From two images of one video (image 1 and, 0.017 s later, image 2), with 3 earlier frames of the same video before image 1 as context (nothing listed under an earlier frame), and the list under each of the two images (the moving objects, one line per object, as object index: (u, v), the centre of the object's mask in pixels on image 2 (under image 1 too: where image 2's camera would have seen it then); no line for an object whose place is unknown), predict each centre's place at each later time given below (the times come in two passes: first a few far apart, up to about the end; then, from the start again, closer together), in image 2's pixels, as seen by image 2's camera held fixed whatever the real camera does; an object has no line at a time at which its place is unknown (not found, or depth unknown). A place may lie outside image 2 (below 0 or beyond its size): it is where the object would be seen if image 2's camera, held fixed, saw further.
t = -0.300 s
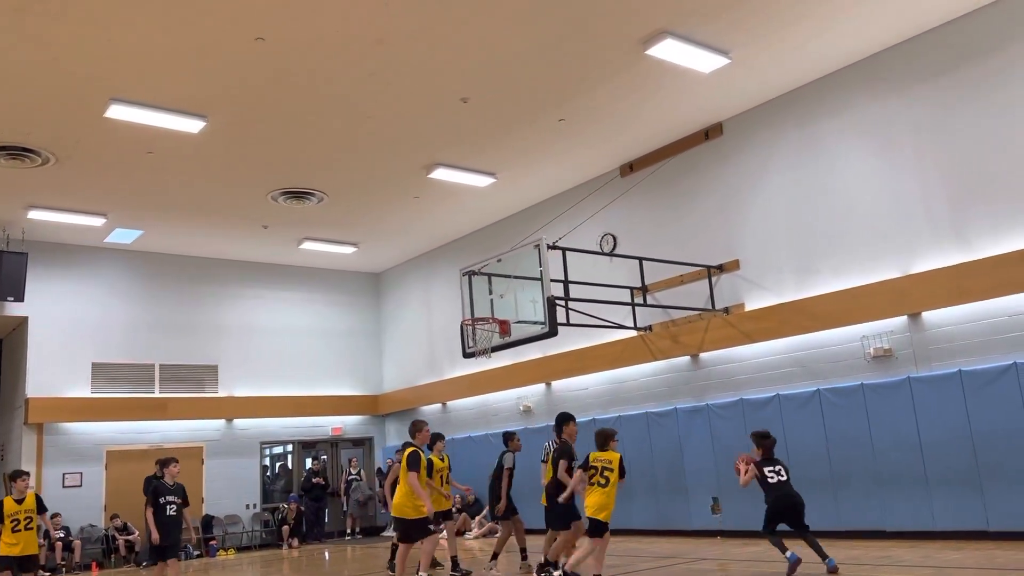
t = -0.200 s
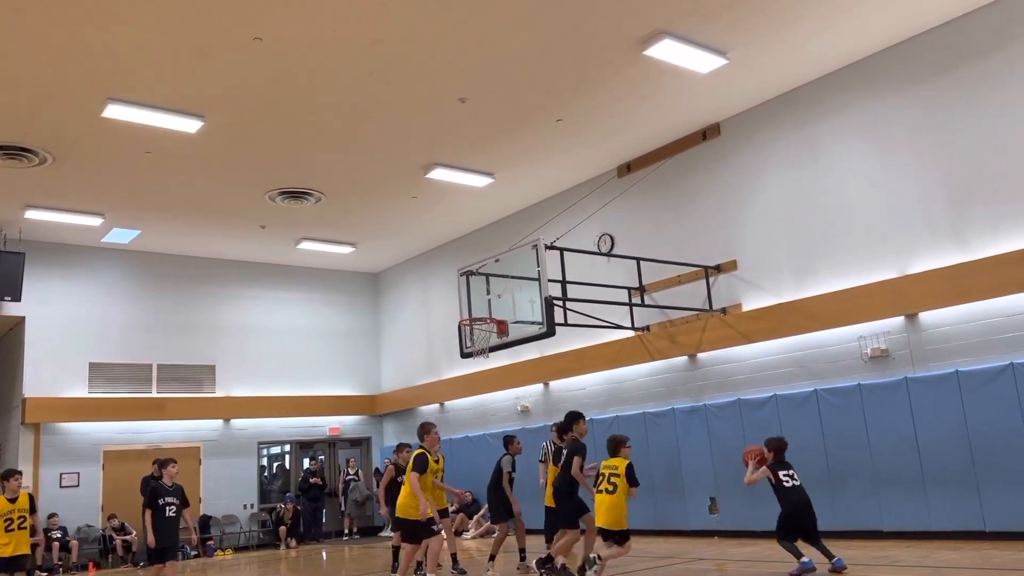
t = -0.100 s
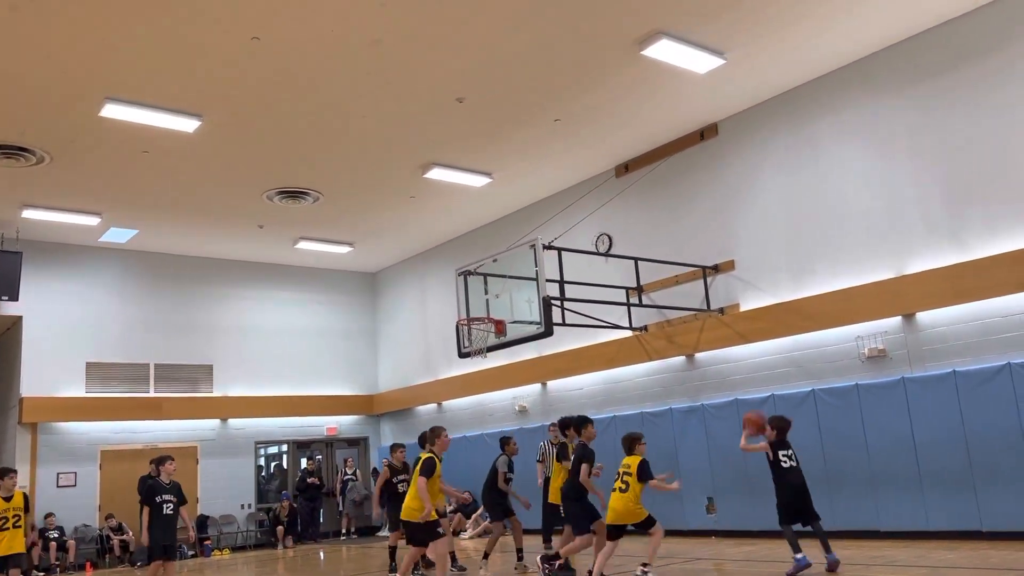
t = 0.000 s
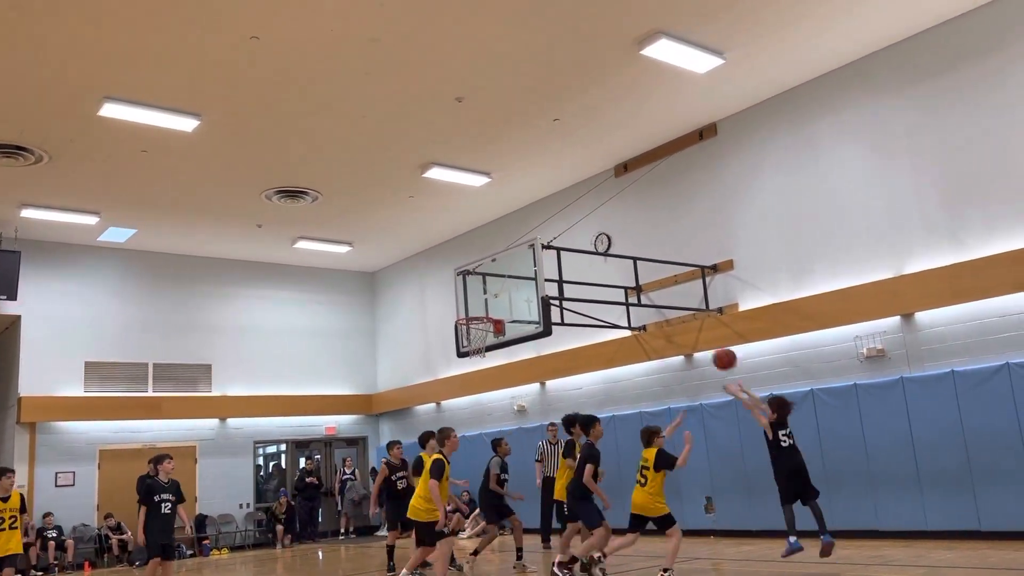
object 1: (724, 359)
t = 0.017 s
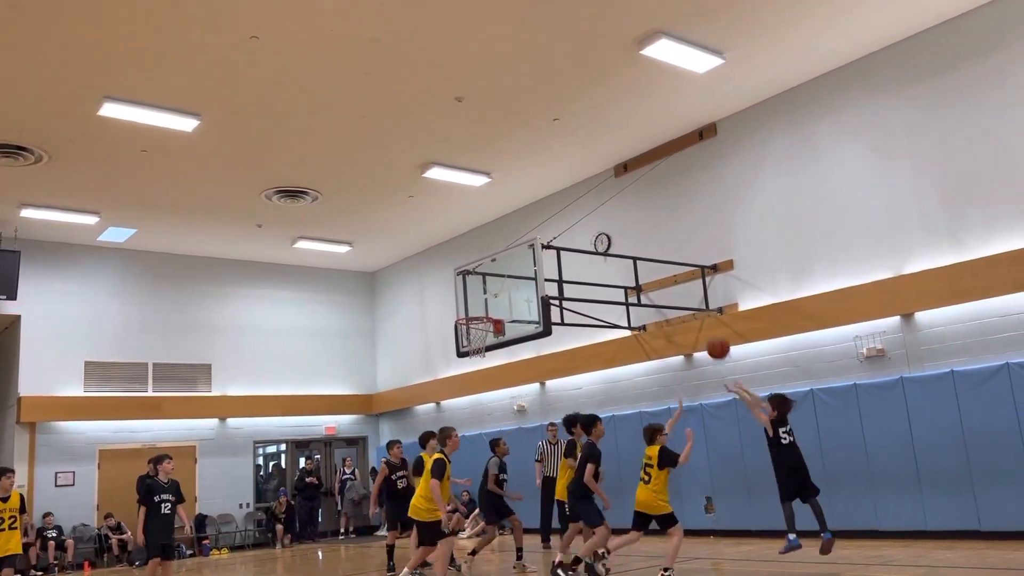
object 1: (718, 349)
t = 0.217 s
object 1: (654, 250)
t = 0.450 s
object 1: (594, 192)
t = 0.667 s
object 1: (546, 179)
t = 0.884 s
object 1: (505, 203)
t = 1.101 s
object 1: (468, 261)
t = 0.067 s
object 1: (701, 319)
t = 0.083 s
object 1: (695, 310)
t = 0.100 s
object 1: (690, 301)
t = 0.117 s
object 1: (685, 293)
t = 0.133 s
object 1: (679, 286)
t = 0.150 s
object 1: (674, 277)
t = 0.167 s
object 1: (669, 270)
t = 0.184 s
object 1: (664, 263)
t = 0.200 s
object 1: (659, 257)
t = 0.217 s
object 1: (654, 250)
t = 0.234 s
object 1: (650, 244)
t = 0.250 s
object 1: (645, 239)
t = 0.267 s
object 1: (640, 233)
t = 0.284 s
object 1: (636, 228)
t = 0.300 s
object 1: (631, 224)
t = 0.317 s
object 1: (627, 219)
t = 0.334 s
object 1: (623, 215)
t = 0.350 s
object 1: (618, 211)
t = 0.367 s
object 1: (614, 207)
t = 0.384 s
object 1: (610, 203)
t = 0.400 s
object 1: (606, 200)
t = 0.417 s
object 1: (601, 197)
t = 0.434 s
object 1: (598, 194)
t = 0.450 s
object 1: (594, 192)
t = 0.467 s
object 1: (590, 189)
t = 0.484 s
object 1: (586, 187)
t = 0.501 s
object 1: (582, 185)
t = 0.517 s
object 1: (579, 184)
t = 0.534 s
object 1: (575, 182)
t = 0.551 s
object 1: (571, 181)
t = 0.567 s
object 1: (567, 180)
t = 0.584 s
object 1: (564, 179)
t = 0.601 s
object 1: (560, 179)
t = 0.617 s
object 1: (557, 179)
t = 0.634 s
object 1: (553, 179)
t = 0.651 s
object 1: (550, 179)
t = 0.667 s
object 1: (546, 179)
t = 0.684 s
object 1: (543, 180)
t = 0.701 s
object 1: (540, 181)
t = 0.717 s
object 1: (536, 182)
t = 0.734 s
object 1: (533, 183)
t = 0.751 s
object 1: (530, 184)
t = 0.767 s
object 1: (527, 186)
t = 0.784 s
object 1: (523, 188)
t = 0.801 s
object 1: (520, 190)
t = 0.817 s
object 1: (517, 192)
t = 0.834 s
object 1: (514, 195)
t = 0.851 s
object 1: (511, 197)
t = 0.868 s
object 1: (508, 200)
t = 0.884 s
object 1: (505, 203)
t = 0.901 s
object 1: (502, 207)
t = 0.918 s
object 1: (499, 210)
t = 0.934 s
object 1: (496, 214)
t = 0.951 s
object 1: (493, 217)
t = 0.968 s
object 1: (490, 222)
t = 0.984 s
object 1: (487, 226)
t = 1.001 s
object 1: (485, 230)
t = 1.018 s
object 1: (482, 235)
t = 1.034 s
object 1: (479, 240)
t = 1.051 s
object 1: (476, 245)
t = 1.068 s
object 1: (474, 250)
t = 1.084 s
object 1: (471, 255)
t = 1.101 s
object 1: (468, 261)
